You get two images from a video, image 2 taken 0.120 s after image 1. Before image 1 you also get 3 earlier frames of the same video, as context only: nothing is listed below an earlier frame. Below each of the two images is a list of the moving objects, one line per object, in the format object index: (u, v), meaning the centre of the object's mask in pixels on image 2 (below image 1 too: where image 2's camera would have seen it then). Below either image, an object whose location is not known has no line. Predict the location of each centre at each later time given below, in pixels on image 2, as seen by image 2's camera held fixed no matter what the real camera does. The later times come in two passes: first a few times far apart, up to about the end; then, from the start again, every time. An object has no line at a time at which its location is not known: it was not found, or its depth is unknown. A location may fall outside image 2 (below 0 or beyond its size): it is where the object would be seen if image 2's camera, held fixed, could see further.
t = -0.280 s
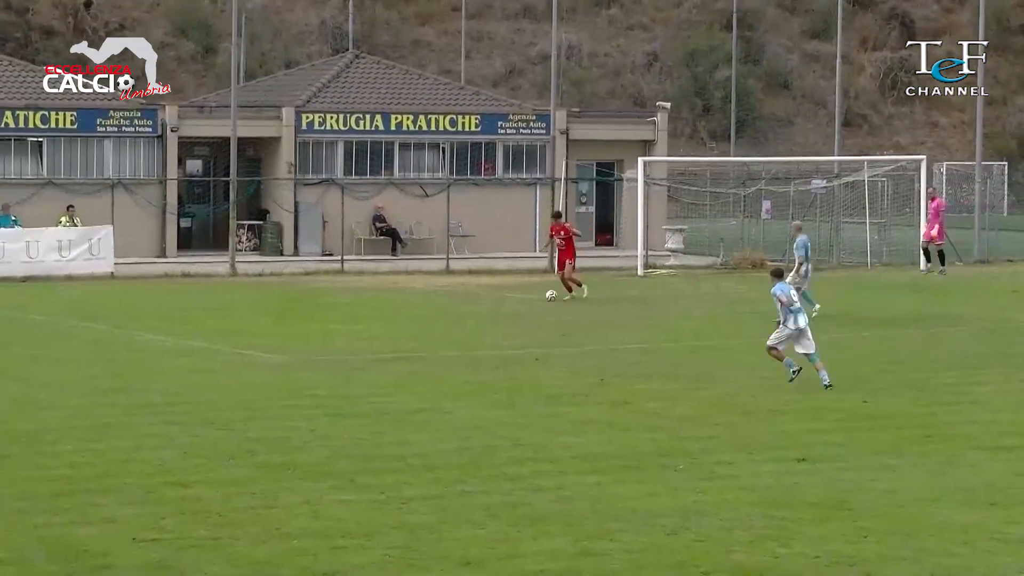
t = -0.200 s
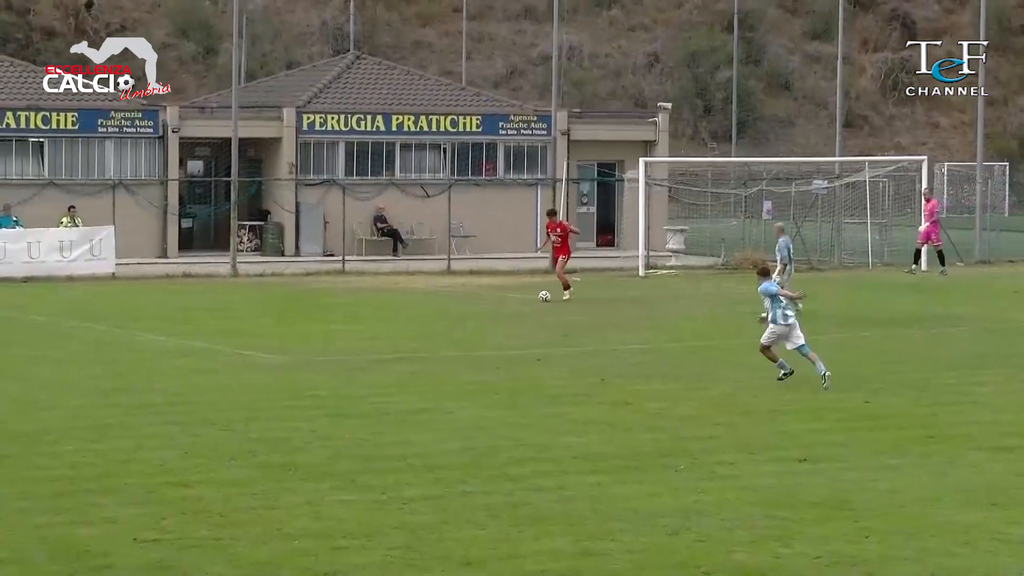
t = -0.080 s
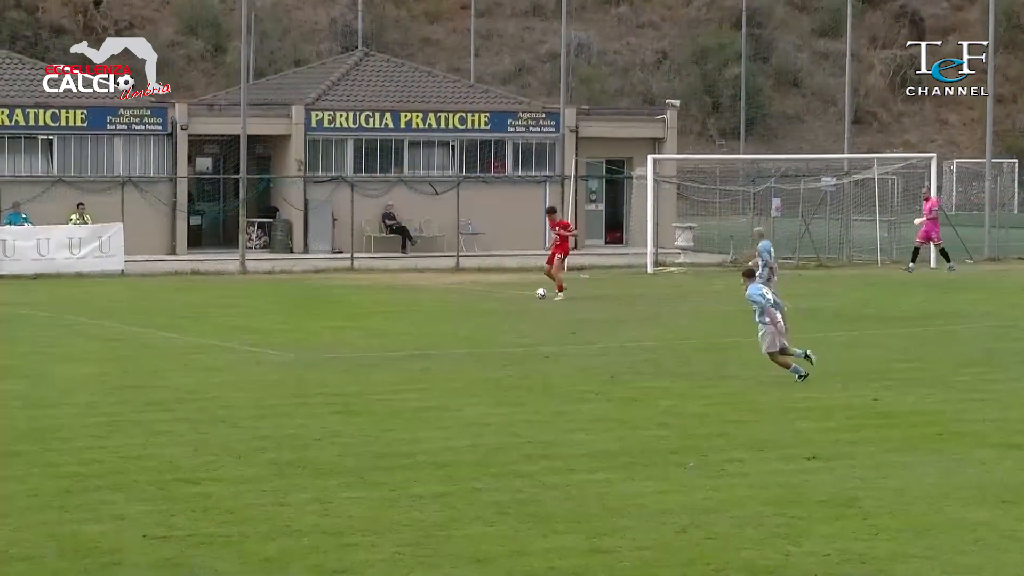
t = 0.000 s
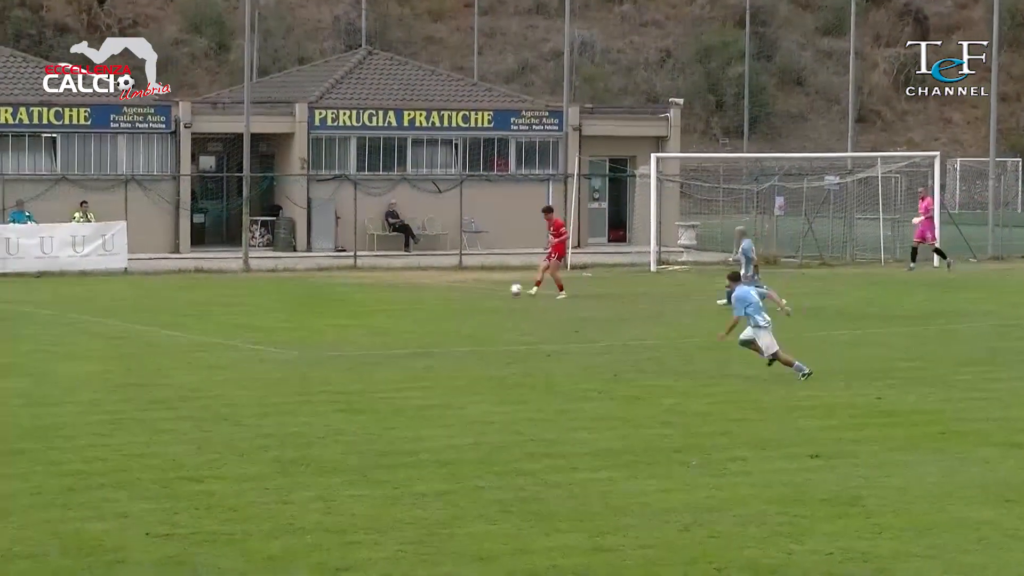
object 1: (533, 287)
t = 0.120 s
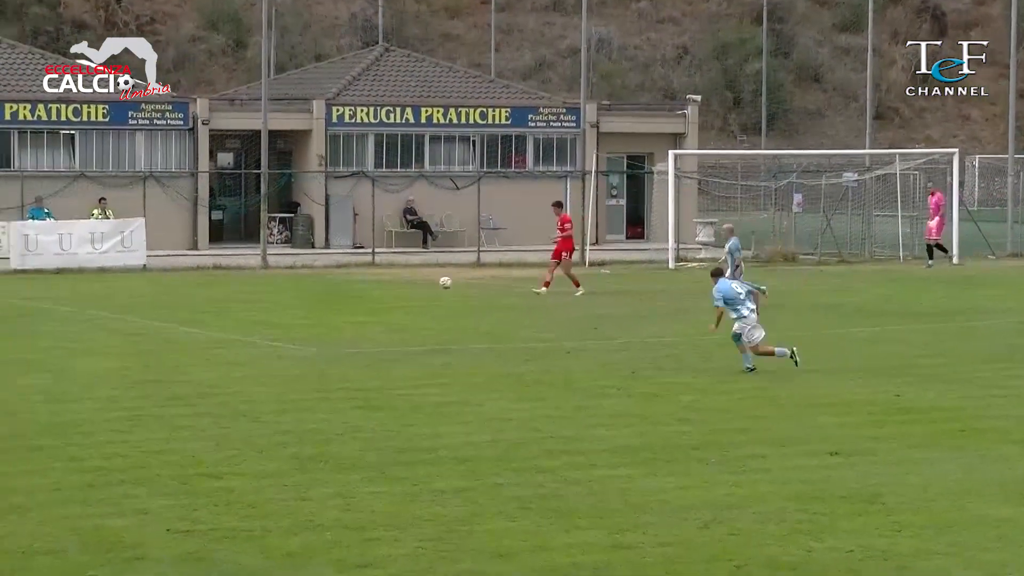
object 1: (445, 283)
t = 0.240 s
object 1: (357, 285)
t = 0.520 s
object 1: (156, 296)
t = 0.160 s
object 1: (416, 283)
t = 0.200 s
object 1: (386, 284)
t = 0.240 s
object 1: (357, 285)
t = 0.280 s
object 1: (328, 288)
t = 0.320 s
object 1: (298, 292)
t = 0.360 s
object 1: (268, 297)
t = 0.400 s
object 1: (238, 301)
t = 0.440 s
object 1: (211, 298)
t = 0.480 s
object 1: (184, 297)
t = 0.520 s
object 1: (156, 296)
